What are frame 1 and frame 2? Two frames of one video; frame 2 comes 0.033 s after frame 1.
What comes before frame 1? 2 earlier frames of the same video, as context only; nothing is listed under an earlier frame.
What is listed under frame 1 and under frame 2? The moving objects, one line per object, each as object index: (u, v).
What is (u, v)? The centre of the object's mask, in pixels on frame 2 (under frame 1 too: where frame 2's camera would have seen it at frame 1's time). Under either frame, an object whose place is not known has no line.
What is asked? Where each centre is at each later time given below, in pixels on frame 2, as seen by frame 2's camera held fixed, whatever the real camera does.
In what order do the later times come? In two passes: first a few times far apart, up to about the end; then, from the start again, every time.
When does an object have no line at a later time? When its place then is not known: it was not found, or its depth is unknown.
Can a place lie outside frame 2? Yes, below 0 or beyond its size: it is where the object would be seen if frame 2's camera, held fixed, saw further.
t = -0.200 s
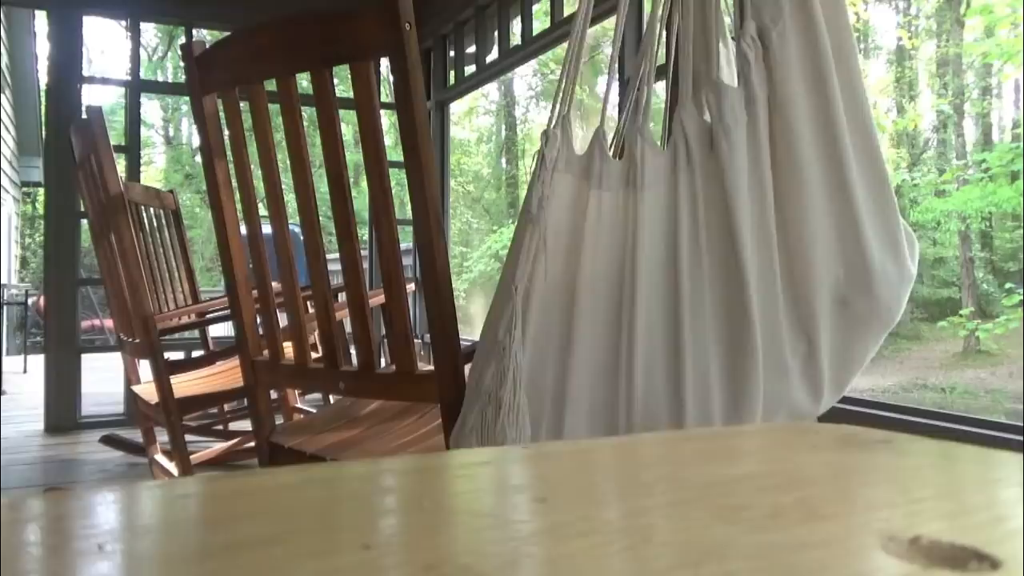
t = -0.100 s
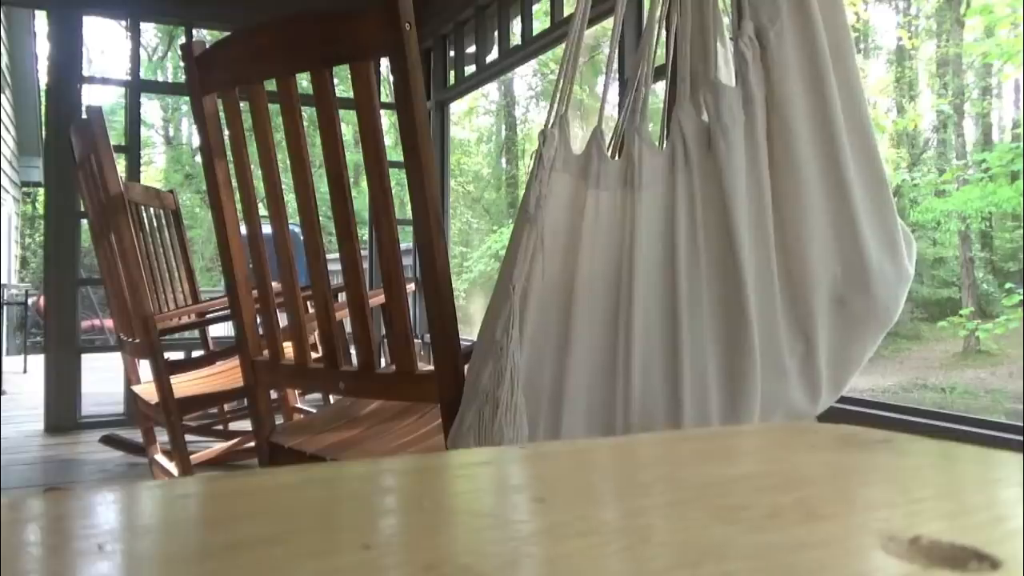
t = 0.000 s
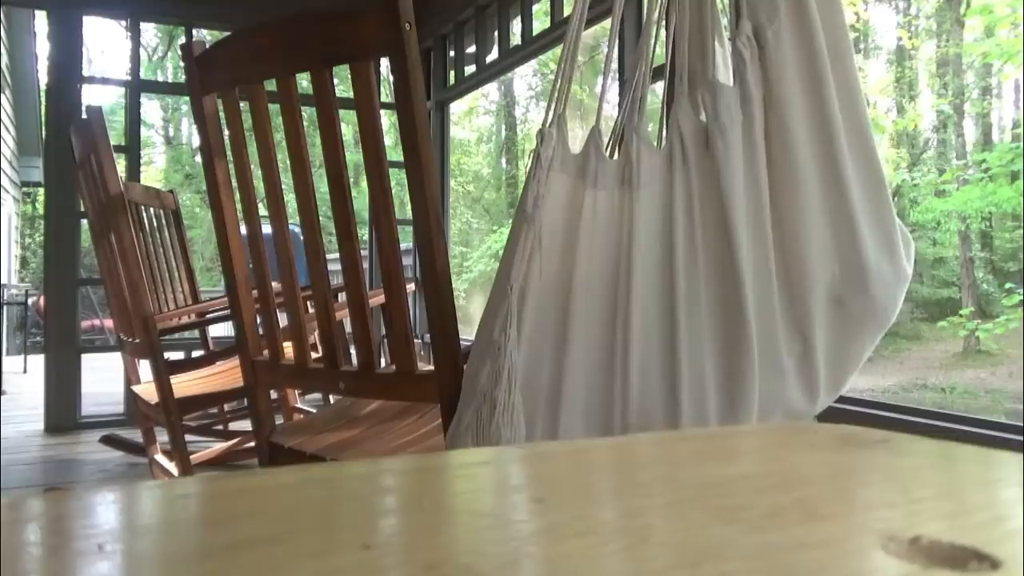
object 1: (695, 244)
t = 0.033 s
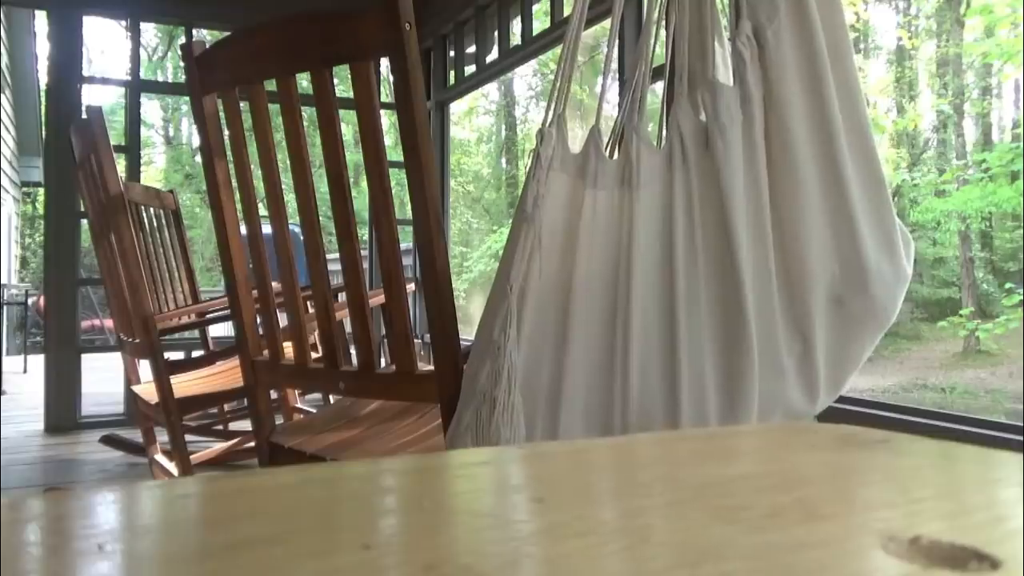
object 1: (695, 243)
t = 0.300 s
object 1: (700, 243)
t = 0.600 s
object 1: (718, 242)
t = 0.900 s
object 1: (741, 241)
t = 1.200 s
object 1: (757, 238)
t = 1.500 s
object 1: (759, 239)
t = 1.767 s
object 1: (744, 242)
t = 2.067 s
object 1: (726, 242)
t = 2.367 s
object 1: (709, 245)
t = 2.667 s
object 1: (706, 244)
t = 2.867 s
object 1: (712, 244)
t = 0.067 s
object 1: (695, 243)
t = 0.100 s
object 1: (695, 243)
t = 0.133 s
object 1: (695, 243)
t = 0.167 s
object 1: (696, 243)
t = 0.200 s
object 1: (696, 243)
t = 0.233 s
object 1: (697, 243)
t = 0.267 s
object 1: (698, 243)
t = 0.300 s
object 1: (700, 243)
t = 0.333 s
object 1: (702, 245)
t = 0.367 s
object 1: (703, 244)
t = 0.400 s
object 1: (705, 244)
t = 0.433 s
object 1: (707, 244)
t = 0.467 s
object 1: (709, 244)
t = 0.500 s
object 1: (711, 244)
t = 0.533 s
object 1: (714, 243)
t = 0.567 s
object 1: (715, 239)
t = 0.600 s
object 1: (718, 242)
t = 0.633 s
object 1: (721, 241)
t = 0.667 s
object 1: (724, 243)
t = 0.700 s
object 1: (727, 243)
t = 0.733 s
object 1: (729, 243)
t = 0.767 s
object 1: (731, 241)
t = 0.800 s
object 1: (734, 240)
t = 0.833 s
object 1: (736, 239)
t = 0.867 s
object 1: (739, 241)
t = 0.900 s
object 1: (741, 241)
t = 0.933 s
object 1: (743, 239)
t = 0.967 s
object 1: (745, 239)
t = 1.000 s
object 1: (747, 238)
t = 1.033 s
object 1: (749, 238)
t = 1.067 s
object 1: (751, 240)
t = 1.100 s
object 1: (753, 239)
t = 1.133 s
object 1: (754, 239)
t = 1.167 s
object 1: (754, 239)
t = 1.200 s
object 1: (757, 238)
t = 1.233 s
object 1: (756, 239)
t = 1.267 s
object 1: (757, 239)
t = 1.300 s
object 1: (757, 240)
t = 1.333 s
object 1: (758, 241)
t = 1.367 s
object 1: (760, 240)
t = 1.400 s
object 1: (758, 242)
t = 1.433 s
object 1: (760, 239)
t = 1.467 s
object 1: (757, 241)
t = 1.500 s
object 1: (759, 239)
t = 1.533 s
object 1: (755, 240)
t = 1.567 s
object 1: (757, 239)
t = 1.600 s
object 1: (753, 241)
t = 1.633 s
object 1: (751, 241)
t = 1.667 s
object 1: (750, 241)
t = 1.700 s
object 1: (751, 241)
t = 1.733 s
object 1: (746, 242)
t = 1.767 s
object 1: (744, 242)
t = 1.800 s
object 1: (742, 242)
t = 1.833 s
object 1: (741, 242)
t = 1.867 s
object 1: (740, 242)
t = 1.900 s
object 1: (738, 242)
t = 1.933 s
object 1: (735, 242)
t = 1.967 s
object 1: (733, 242)
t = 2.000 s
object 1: (730, 241)
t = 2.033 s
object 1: (728, 242)
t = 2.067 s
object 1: (726, 242)
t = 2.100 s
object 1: (723, 243)
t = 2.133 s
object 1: (721, 243)
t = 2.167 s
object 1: (719, 244)
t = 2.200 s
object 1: (717, 244)
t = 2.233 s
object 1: (715, 243)
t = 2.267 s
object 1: (714, 244)
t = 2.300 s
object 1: (712, 244)
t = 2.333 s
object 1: (710, 243)
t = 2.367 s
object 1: (709, 245)
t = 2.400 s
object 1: (708, 244)
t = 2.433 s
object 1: (707, 243)
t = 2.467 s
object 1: (707, 244)
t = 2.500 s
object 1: (707, 245)
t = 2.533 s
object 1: (706, 244)
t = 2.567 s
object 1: (706, 244)
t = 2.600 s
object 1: (706, 245)
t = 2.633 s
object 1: (706, 245)
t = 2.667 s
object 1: (706, 244)
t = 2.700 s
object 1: (707, 244)
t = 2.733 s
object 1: (707, 242)
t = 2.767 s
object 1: (707, 242)
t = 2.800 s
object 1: (709, 242)
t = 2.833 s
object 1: (711, 244)
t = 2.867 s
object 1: (712, 244)
